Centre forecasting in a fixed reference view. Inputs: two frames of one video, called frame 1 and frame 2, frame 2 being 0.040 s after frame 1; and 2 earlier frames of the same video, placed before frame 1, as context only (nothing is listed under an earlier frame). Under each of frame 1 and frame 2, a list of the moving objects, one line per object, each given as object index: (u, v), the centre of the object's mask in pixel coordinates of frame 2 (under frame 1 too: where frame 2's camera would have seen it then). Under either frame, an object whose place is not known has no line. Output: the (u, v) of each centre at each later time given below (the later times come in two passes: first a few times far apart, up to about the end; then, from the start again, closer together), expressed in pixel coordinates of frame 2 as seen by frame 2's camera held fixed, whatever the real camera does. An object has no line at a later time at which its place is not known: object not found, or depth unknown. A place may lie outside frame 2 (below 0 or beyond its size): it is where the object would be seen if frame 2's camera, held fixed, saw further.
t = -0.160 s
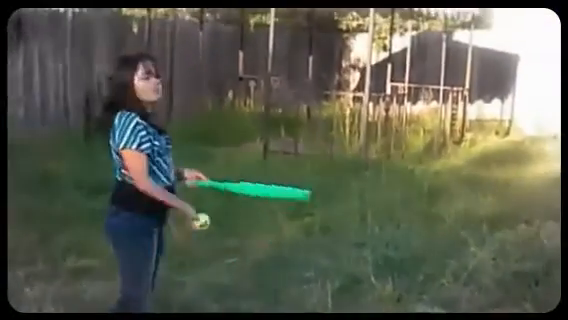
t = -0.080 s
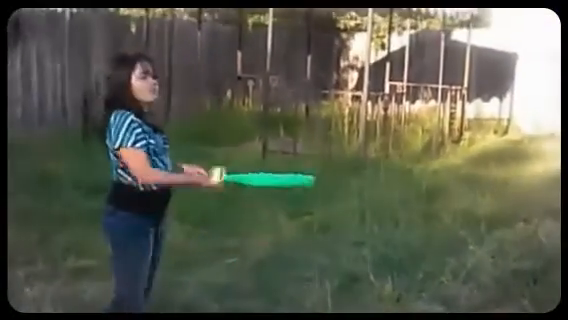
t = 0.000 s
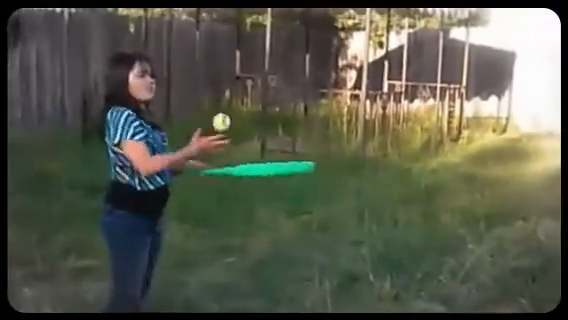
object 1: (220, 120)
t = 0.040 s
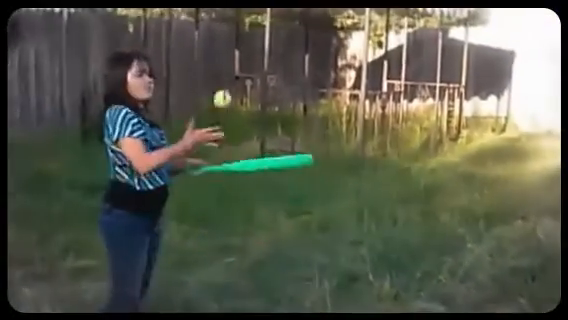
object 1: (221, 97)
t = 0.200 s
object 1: (226, 34)
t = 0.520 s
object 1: (235, 36)
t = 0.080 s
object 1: (222, 77)
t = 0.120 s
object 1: (223, 59)
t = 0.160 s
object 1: (225, 46)
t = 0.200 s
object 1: (226, 34)
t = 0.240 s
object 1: (228, 26)
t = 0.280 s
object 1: (229, 21)
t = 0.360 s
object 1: (231, 18)
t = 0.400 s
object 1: (232, 18)
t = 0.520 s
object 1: (235, 36)
